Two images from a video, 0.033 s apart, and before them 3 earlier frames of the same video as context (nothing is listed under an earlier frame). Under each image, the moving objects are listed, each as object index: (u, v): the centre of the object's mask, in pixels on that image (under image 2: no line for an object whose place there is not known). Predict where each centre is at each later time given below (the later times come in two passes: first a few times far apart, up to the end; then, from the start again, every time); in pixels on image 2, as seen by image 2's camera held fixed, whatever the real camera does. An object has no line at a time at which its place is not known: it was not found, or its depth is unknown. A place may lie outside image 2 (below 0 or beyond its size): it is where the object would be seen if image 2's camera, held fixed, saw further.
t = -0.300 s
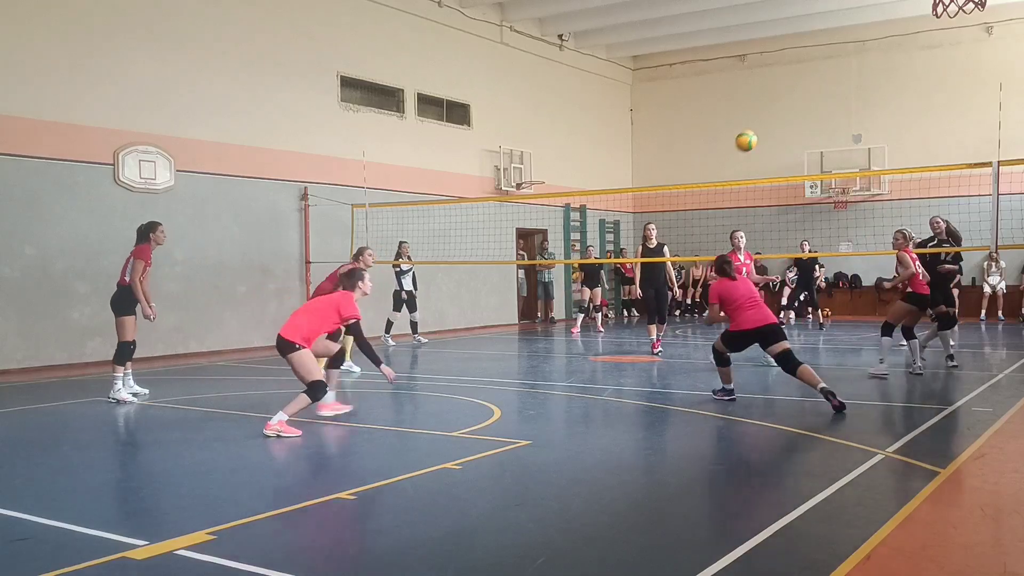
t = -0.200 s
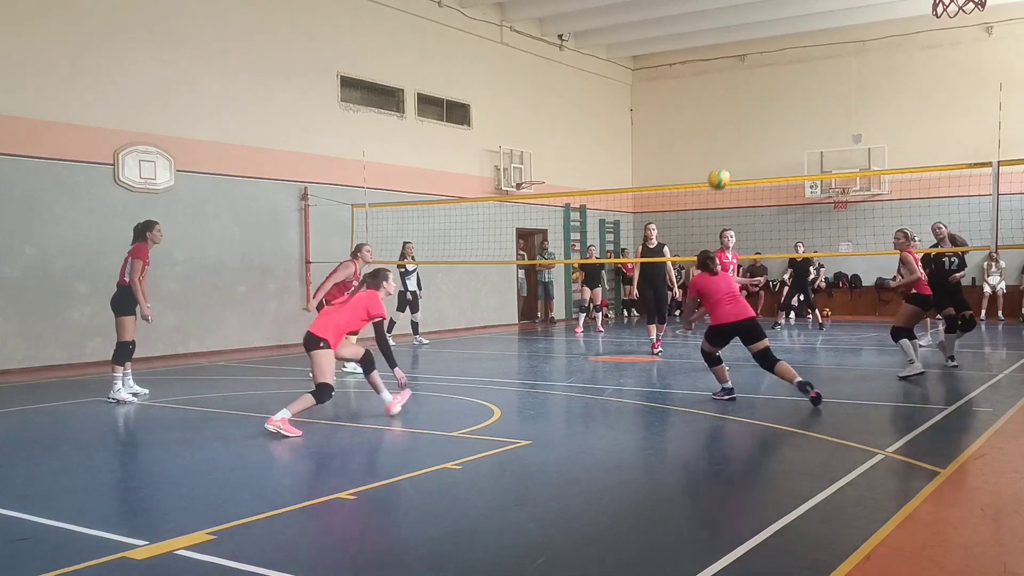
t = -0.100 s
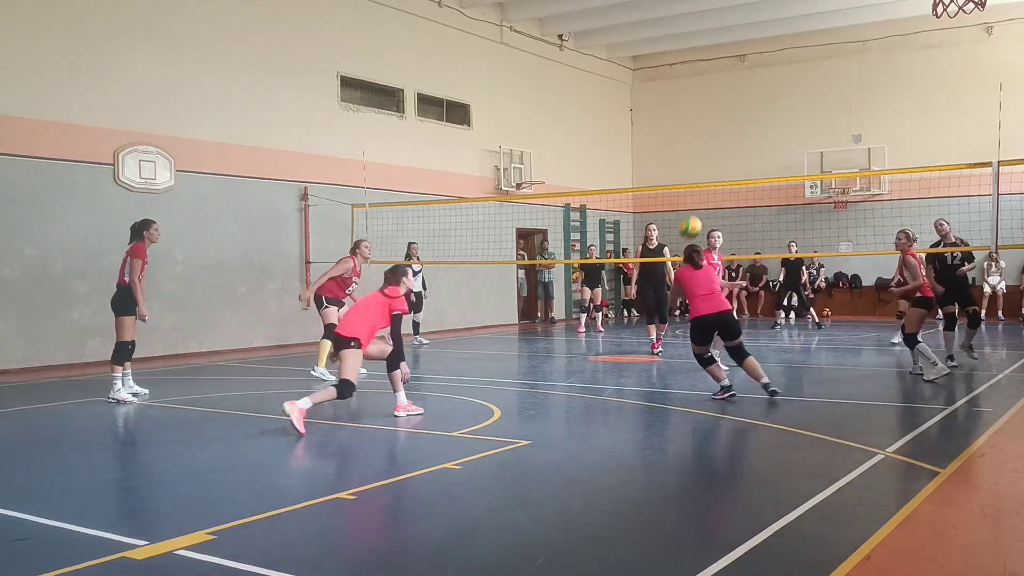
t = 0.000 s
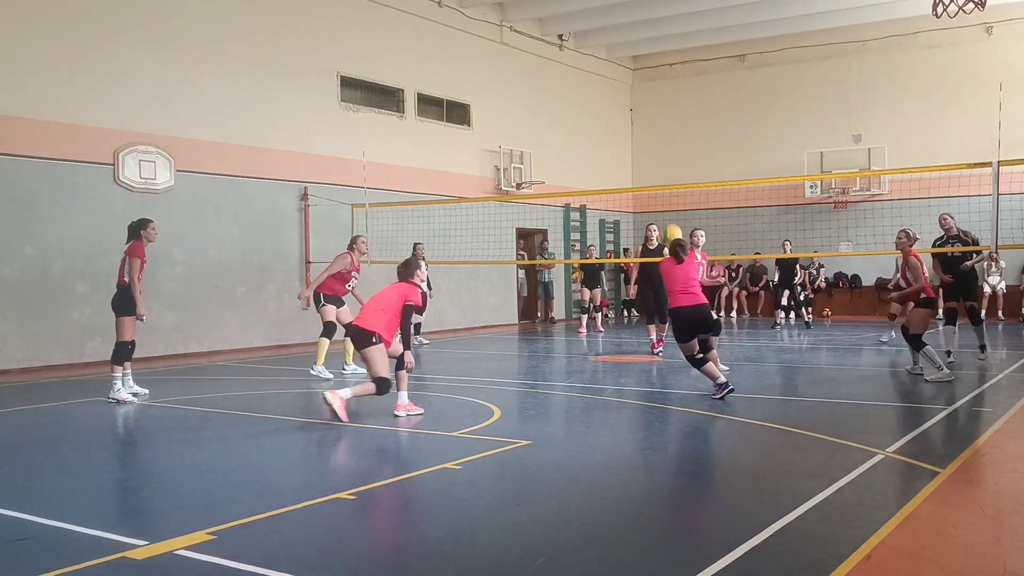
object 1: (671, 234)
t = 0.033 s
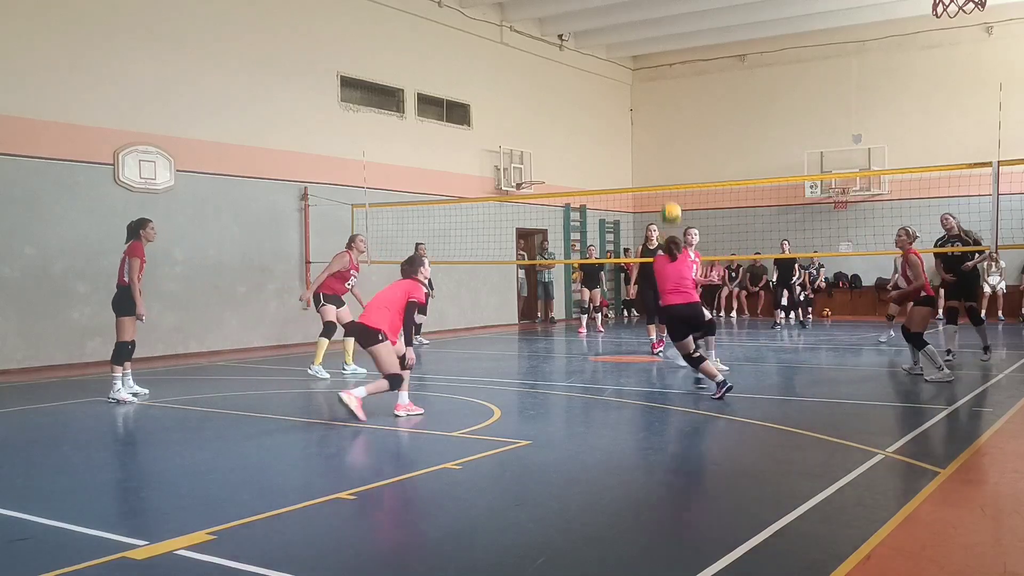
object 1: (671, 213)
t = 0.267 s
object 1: (667, 89)
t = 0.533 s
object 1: (664, 20)
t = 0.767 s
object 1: (662, 16)
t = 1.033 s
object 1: (661, 71)
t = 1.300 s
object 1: (660, 182)
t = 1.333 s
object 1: (661, 200)
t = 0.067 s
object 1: (670, 192)
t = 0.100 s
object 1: (669, 172)
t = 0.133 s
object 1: (669, 153)
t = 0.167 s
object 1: (668, 136)
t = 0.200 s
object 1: (668, 118)
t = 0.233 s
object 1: (667, 103)
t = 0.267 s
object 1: (667, 89)
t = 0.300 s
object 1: (666, 76)
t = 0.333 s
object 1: (666, 65)
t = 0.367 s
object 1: (666, 54)
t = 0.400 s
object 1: (665, 45)
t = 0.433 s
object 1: (665, 37)
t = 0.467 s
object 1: (665, 31)
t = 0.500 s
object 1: (664, 25)
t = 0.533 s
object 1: (664, 20)
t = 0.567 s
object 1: (663, 17)
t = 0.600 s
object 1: (663, 14)
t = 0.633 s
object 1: (663, 12)
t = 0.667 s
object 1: (663, 12)
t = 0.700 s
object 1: (662, 12)
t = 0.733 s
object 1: (662, 14)
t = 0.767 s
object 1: (662, 16)
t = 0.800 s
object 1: (662, 20)
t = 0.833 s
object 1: (661, 24)
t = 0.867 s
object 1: (661, 30)
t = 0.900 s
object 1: (661, 36)
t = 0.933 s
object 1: (661, 44)
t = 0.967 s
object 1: (661, 52)
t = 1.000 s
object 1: (661, 61)
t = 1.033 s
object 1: (661, 71)
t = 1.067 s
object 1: (661, 82)
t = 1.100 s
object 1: (660, 94)
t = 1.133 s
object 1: (660, 107)
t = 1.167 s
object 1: (660, 120)
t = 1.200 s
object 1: (660, 135)
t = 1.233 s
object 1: (660, 150)
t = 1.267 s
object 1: (660, 166)
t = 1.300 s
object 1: (660, 182)
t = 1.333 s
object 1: (661, 200)
